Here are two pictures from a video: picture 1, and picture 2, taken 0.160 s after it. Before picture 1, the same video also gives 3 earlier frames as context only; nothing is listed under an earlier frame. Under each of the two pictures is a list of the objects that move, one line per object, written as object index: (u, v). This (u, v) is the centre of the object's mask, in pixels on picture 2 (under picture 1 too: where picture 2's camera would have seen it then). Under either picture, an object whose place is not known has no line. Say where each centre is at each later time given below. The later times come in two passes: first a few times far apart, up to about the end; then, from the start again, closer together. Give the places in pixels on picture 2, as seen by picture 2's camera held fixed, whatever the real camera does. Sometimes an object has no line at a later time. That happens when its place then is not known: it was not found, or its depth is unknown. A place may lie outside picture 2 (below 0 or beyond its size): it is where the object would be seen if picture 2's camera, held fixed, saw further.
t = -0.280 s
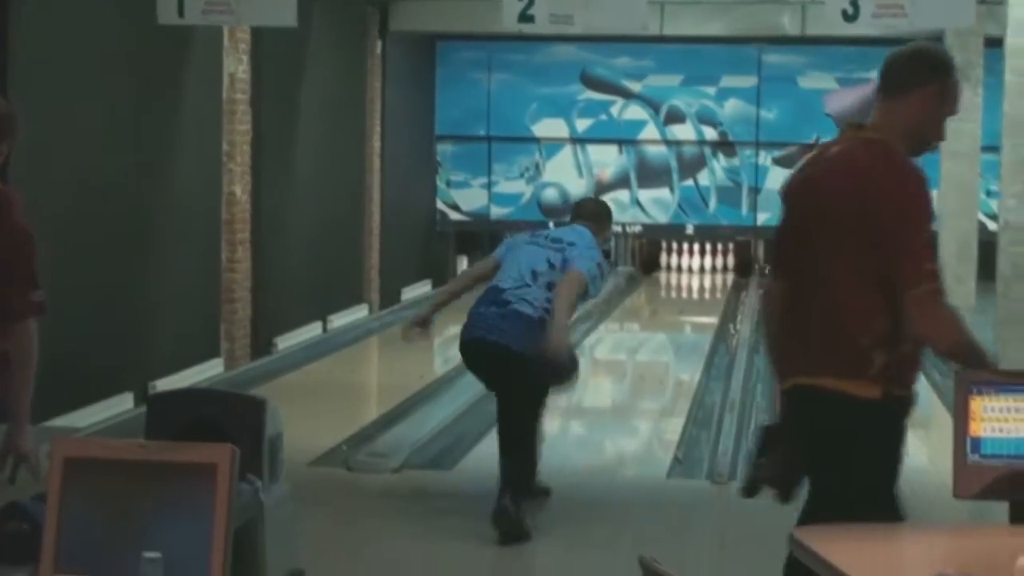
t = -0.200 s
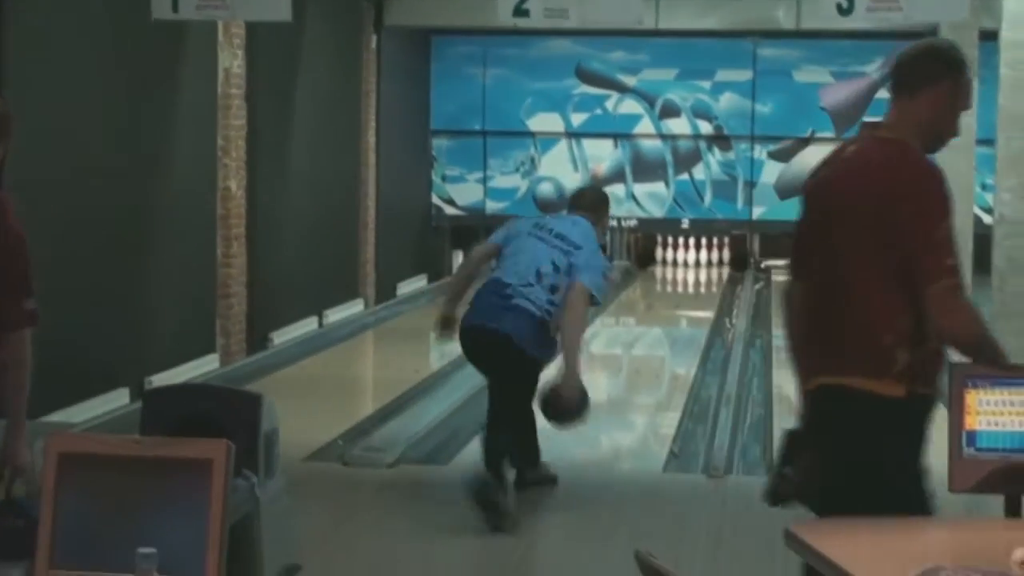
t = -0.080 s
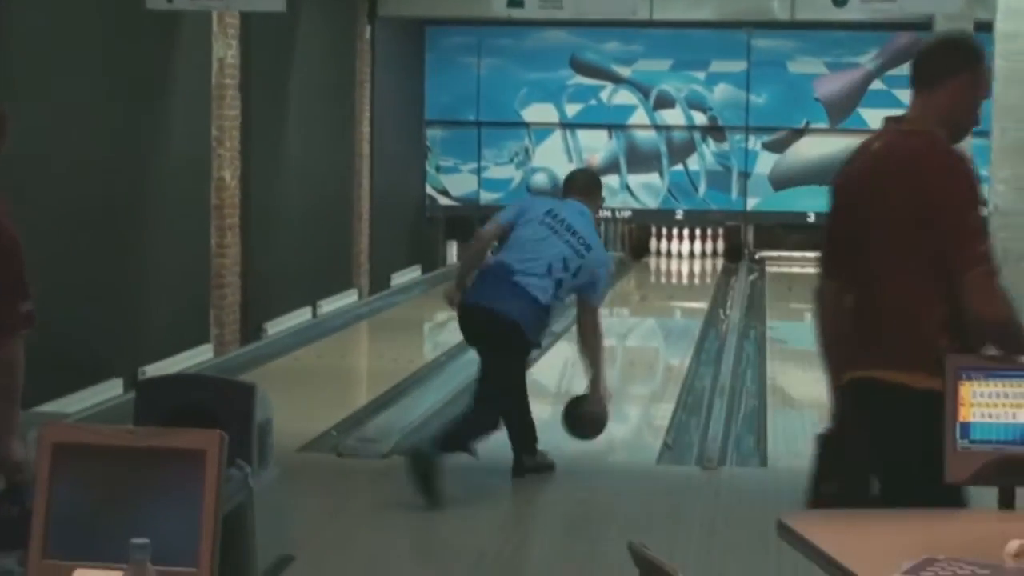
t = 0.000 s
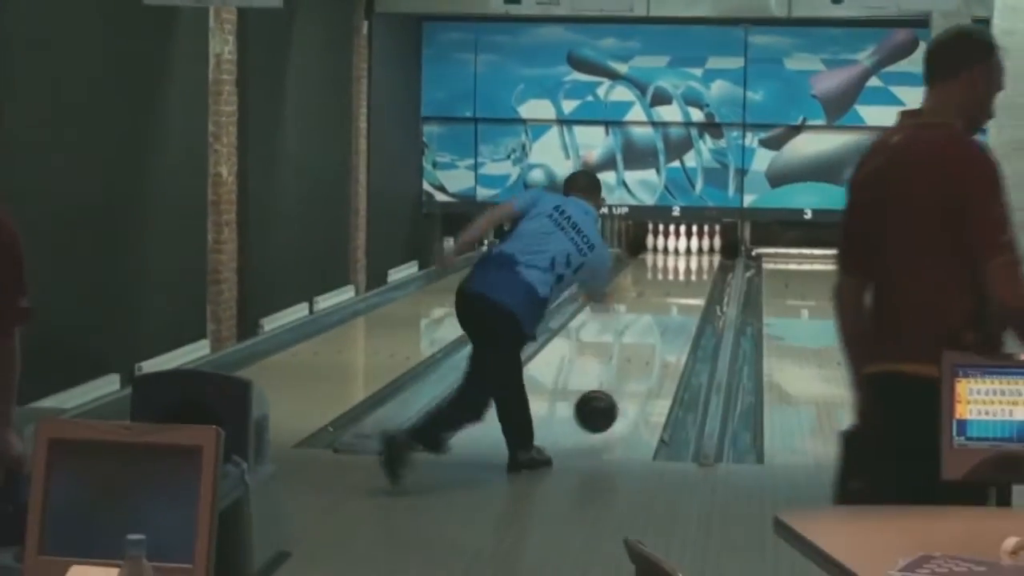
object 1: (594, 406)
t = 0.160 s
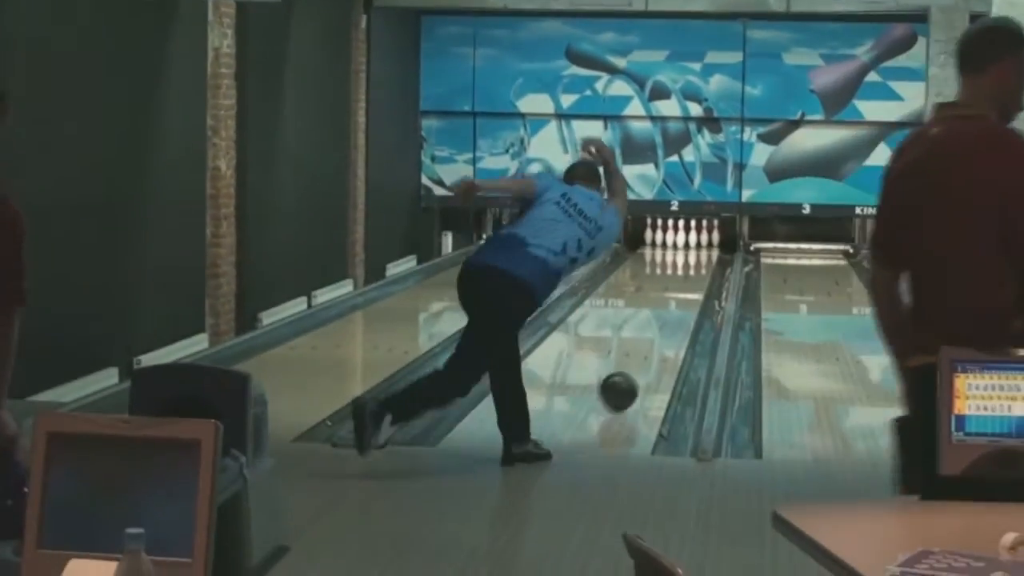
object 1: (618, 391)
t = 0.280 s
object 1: (633, 374)
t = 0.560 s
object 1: (660, 339)
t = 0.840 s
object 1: (679, 313)
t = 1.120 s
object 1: (693, 292)
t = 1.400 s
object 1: (701, 277)
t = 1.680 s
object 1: (710, 258)
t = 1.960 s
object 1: (702, 254)
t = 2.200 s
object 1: (696, 247)
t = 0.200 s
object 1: (624, 386)
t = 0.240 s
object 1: (628, 380)
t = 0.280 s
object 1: (633, 374)
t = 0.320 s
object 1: (638, 368)
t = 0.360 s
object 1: (642, 362)
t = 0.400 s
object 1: (646, 357)
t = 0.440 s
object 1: (650, 353)
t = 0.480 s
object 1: (653, 348)
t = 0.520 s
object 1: (657, 343)
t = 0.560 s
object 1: (660, 339)
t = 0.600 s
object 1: (663, 335)
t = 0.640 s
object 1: (666, 331)
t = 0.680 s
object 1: (669, 327)
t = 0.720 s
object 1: (672, 323)
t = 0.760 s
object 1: (674, 319)
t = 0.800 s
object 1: (677, 316)
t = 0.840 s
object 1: (679, 313)
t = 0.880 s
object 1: (681, 310)
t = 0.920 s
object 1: (684, 306)
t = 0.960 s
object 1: (686, 303)
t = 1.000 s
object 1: (687, 300)
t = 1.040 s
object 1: (689, 298)
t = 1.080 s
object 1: (691, 295)
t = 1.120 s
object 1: (693, 292)
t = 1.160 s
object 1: (694, 290)
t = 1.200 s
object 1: (696, 287)
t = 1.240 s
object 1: (697, 285)
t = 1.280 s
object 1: (698, 283)
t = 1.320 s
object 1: (701, 281)
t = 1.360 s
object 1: (700, 280)
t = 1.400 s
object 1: (701, 277)
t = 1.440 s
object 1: (702, 275)
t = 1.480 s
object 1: (703, 273)
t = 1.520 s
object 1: (703, 271)
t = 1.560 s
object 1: (704, 269)
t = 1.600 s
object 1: (704, 269)
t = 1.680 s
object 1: (710, 258)
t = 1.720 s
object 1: (709, 260)
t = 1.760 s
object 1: (705, 260)
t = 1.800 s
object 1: (704, 260)
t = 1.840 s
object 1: (704, 258)
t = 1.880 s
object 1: (704, 256)
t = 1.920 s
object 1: (703, 256)
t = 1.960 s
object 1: (702, 254)
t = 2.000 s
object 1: (702, 253)
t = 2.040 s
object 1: (701, 252)
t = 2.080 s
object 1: (700, 250)
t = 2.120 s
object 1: (698, 249)
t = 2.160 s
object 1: (697, 248)
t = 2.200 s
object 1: (696, 247)
